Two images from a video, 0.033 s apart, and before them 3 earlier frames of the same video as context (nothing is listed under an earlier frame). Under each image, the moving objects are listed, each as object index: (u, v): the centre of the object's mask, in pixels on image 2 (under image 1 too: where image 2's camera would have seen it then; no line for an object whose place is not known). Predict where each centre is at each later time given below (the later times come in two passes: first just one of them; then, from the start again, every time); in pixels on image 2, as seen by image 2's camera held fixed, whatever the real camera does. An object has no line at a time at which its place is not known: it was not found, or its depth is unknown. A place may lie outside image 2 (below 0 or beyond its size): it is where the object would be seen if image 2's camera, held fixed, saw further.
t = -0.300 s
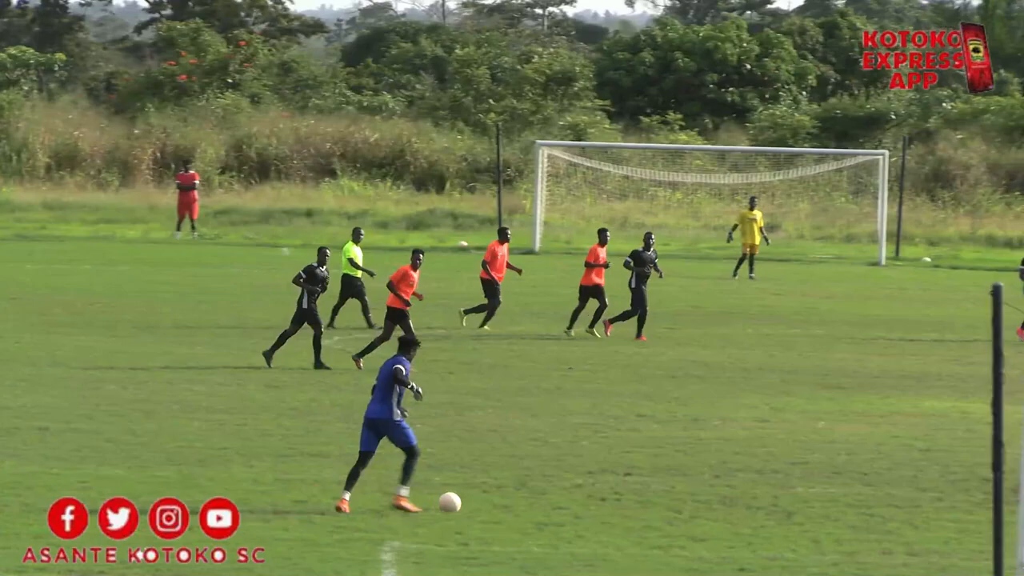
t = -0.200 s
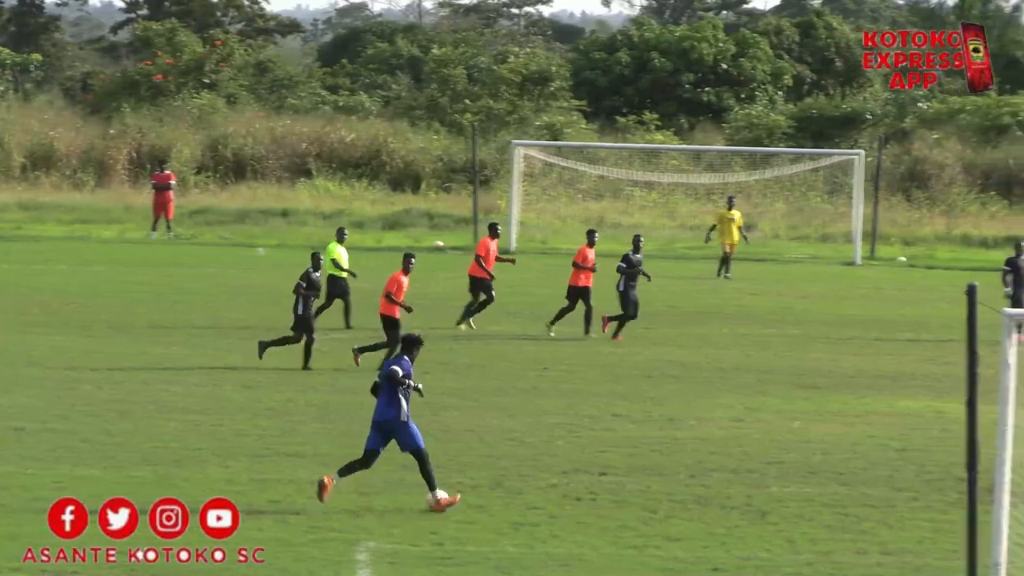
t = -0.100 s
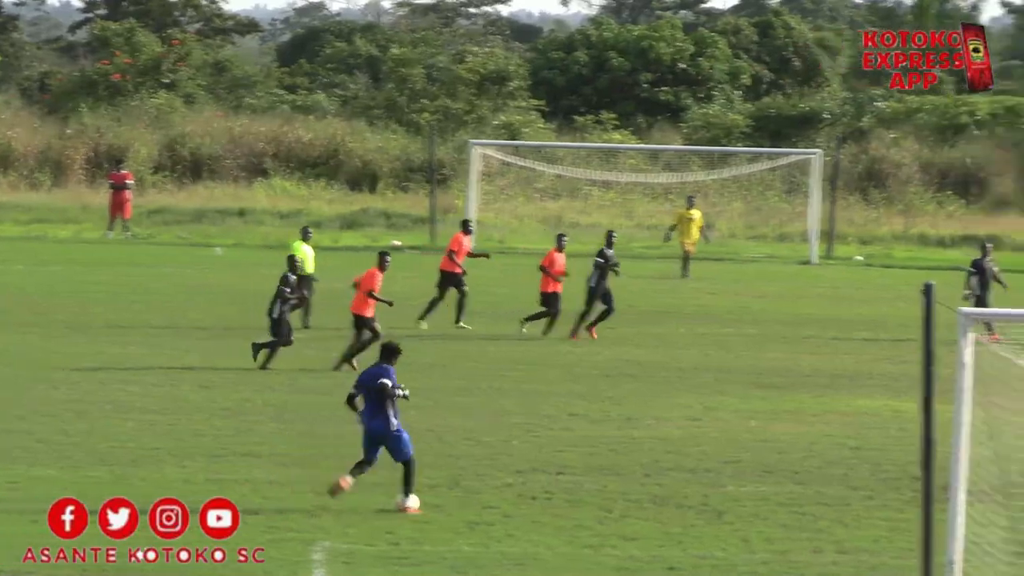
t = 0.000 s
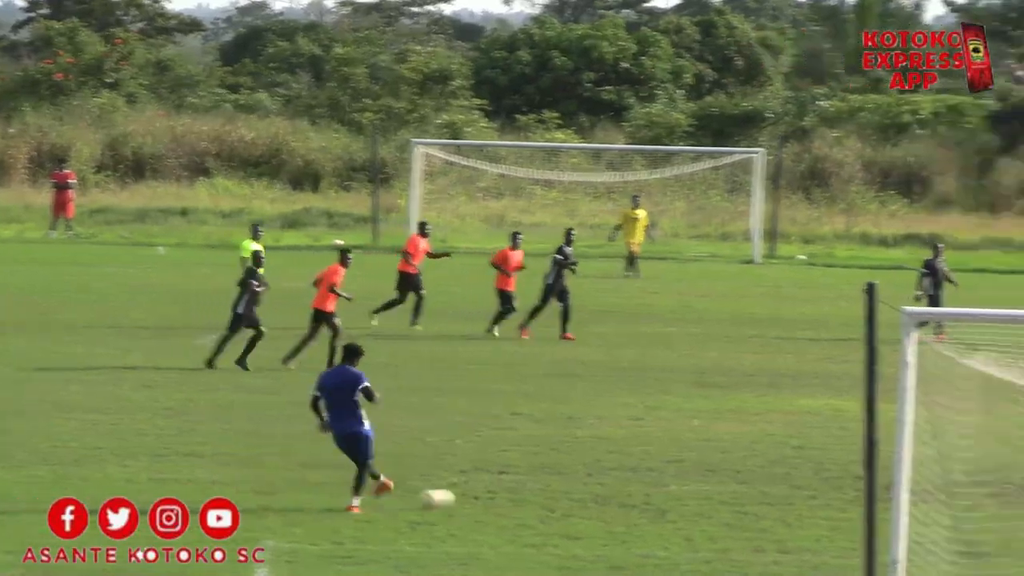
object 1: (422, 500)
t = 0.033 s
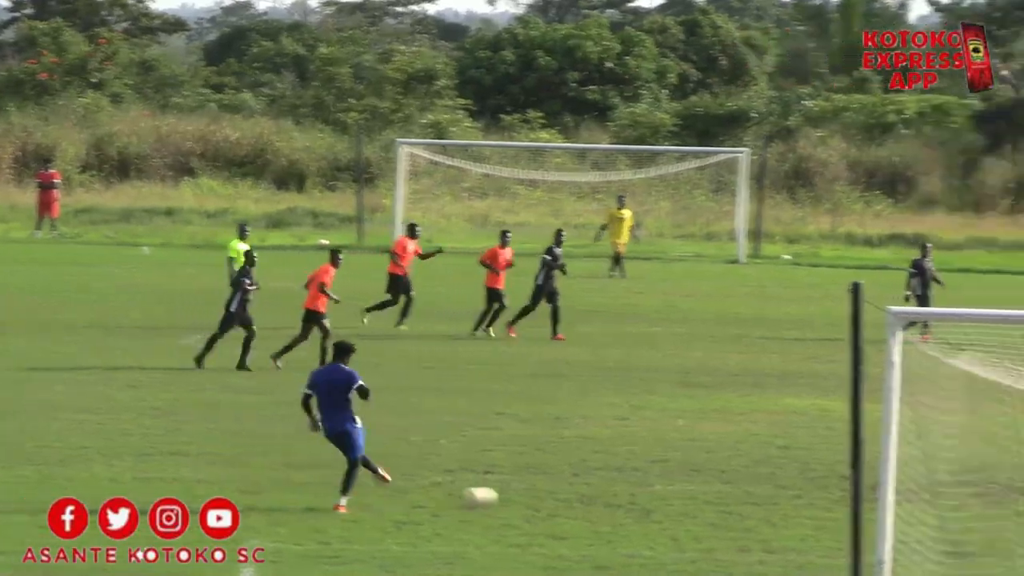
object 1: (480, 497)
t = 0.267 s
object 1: (836, 487)
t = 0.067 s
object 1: (539, 495)
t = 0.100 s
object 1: (593, 494)
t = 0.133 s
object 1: (646, 496)
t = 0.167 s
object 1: (699, 495)
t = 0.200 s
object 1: (748, 494)
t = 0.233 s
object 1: (792, 490)
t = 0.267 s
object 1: (836, 487)
